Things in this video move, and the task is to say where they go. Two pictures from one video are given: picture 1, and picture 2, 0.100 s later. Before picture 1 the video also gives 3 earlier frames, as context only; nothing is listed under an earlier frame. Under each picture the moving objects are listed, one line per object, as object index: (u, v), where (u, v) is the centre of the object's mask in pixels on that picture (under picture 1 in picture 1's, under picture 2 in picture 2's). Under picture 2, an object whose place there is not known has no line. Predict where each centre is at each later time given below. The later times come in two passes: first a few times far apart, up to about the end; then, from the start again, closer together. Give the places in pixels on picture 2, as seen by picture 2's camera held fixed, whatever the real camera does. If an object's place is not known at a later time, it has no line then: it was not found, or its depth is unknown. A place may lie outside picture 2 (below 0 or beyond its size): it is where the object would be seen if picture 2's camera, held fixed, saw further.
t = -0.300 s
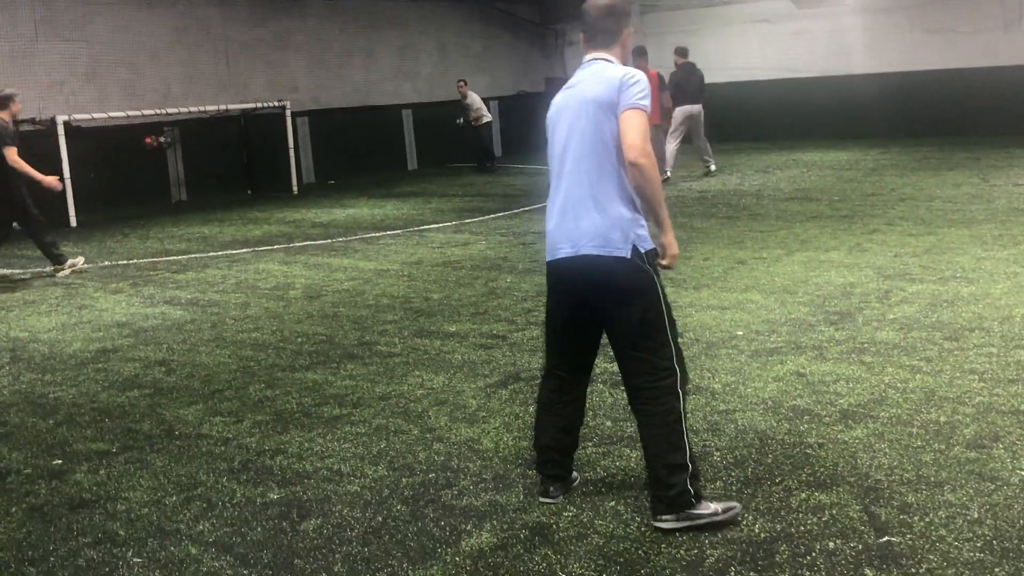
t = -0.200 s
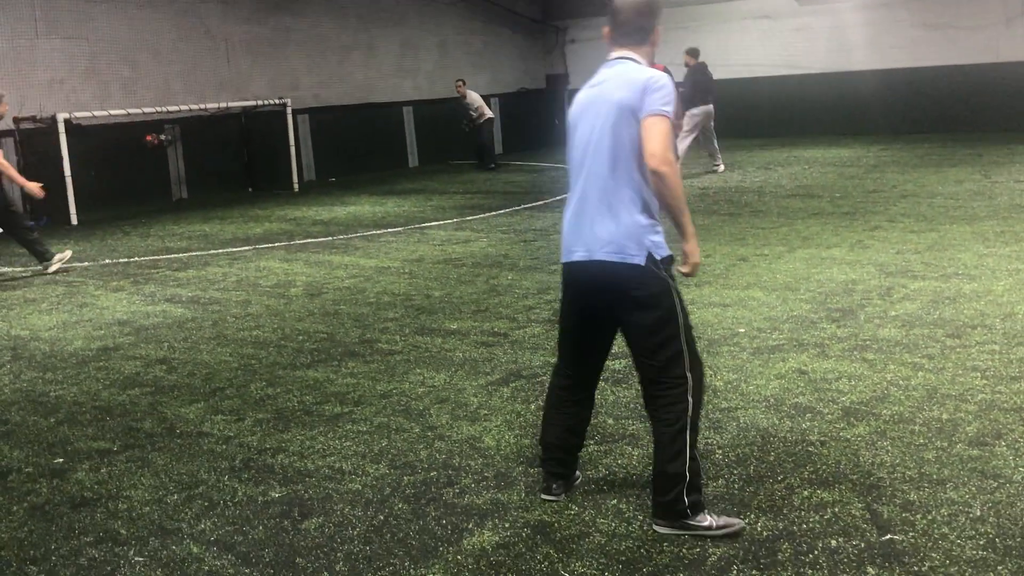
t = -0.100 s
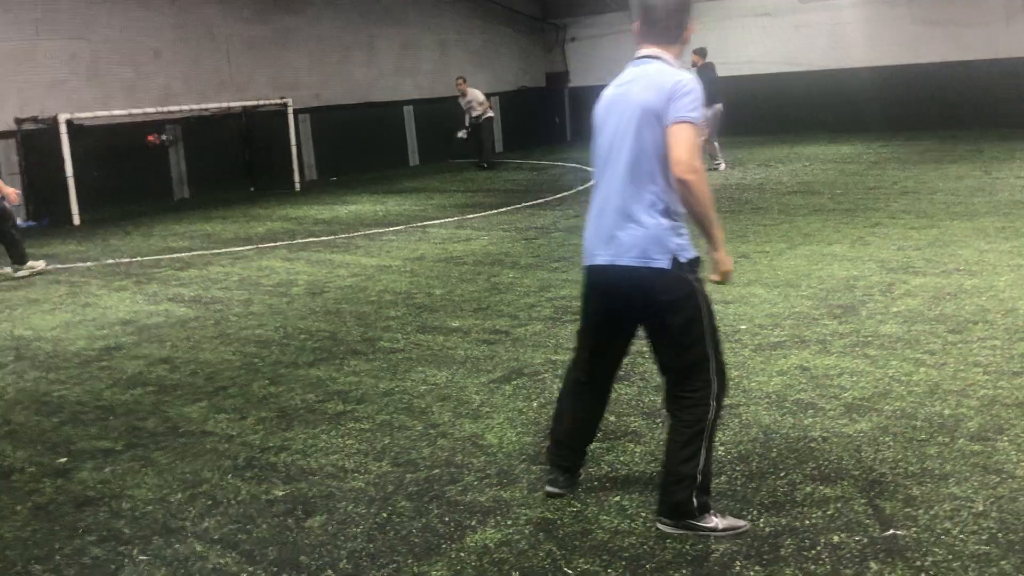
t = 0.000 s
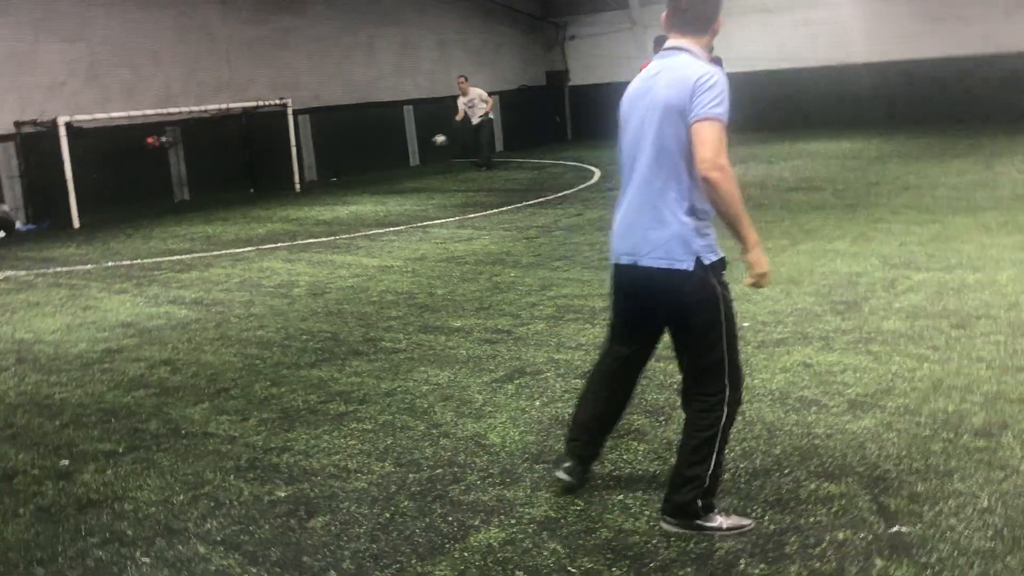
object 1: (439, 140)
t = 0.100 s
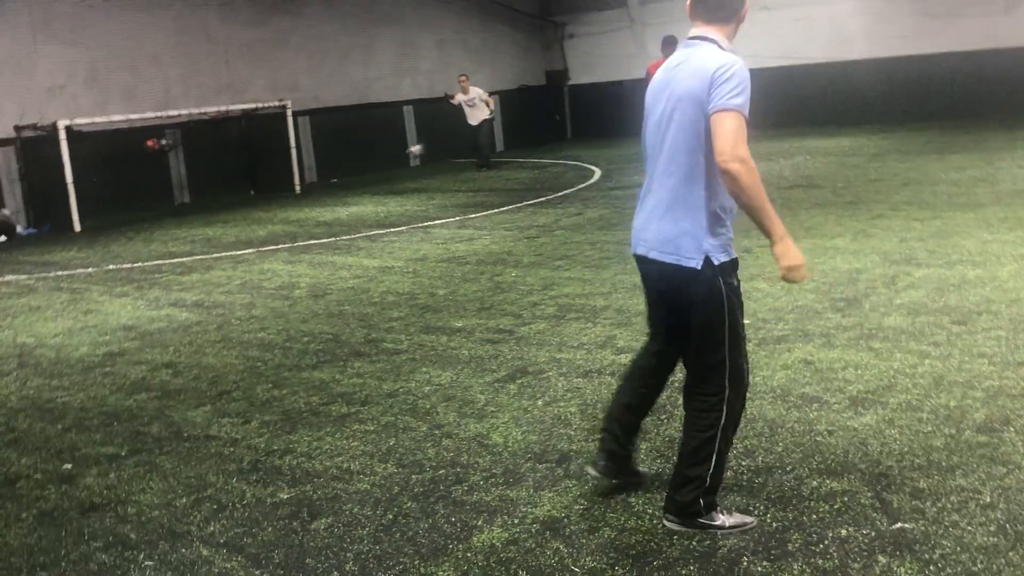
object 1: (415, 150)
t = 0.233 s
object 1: (380, 175)
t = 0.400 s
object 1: (333, 184)
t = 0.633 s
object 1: (269, 204)
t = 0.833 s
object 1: (205, 217)
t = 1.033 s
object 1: (134, 237)
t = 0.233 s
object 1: (380, 175)
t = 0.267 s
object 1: (370, 184)
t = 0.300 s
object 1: (360, 190)
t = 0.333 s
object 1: (353, 188)
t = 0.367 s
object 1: (343, 185)
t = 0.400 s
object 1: (333, 184)
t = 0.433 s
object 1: (325, 185)
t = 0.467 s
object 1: (316, 185)
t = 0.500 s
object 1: (305, 188)
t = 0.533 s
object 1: (298, 190)
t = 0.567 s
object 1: (288, 193)
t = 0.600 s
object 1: (278, 198)
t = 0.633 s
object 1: (269, 204)
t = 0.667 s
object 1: (260, 212)
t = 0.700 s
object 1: (249, 213)
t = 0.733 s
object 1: (240, 213)
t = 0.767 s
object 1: (227, 214)
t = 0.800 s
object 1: (216, 214)
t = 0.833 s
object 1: (205, 217)
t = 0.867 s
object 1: (194, 222)
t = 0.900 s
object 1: (182, 228)
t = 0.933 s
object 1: (172, 232)
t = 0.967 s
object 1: (159, 234)
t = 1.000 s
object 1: (145, 235)
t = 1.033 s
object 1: (134, 237)
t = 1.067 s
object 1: (120, 241)
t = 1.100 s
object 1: (106, 245)
